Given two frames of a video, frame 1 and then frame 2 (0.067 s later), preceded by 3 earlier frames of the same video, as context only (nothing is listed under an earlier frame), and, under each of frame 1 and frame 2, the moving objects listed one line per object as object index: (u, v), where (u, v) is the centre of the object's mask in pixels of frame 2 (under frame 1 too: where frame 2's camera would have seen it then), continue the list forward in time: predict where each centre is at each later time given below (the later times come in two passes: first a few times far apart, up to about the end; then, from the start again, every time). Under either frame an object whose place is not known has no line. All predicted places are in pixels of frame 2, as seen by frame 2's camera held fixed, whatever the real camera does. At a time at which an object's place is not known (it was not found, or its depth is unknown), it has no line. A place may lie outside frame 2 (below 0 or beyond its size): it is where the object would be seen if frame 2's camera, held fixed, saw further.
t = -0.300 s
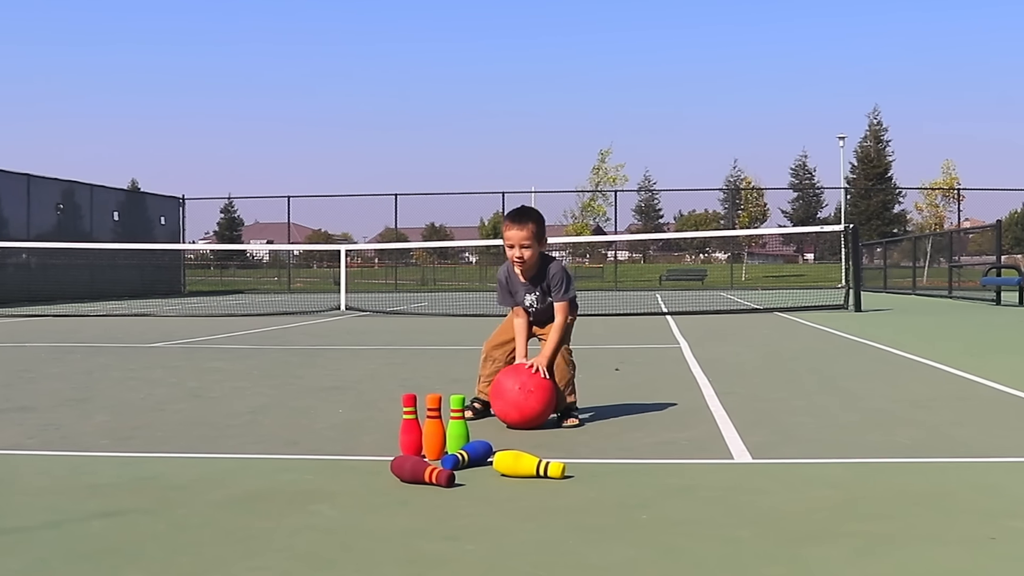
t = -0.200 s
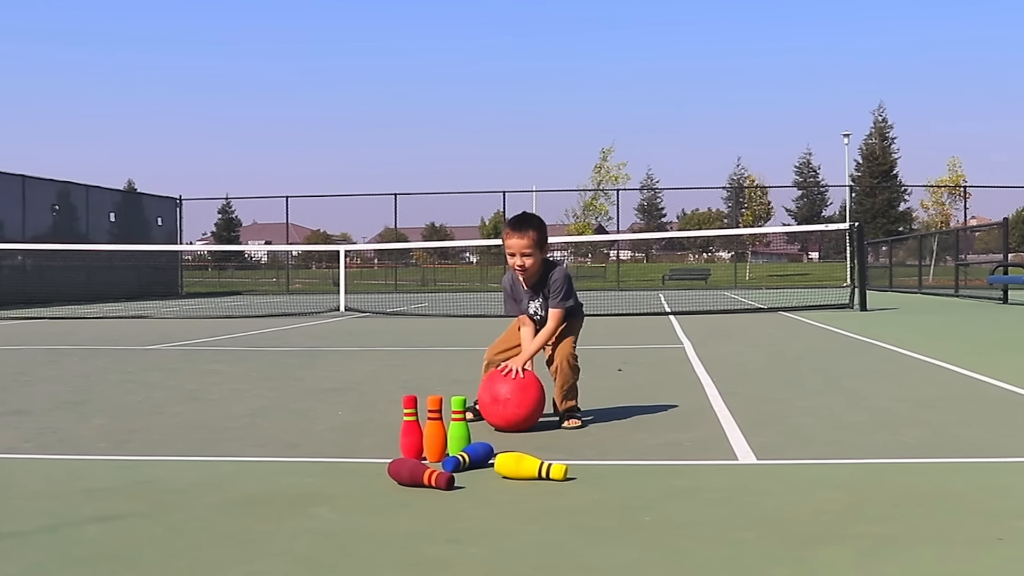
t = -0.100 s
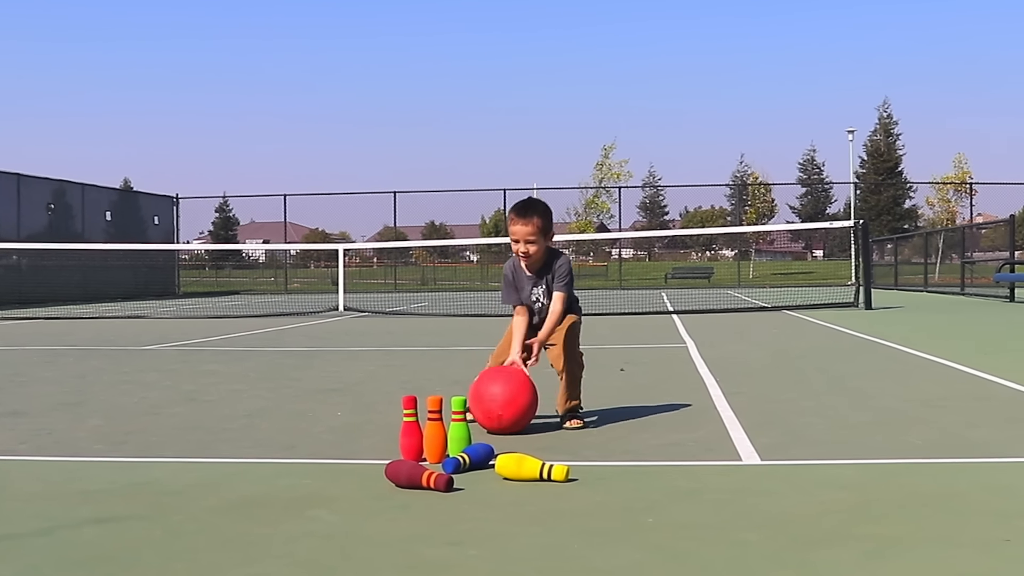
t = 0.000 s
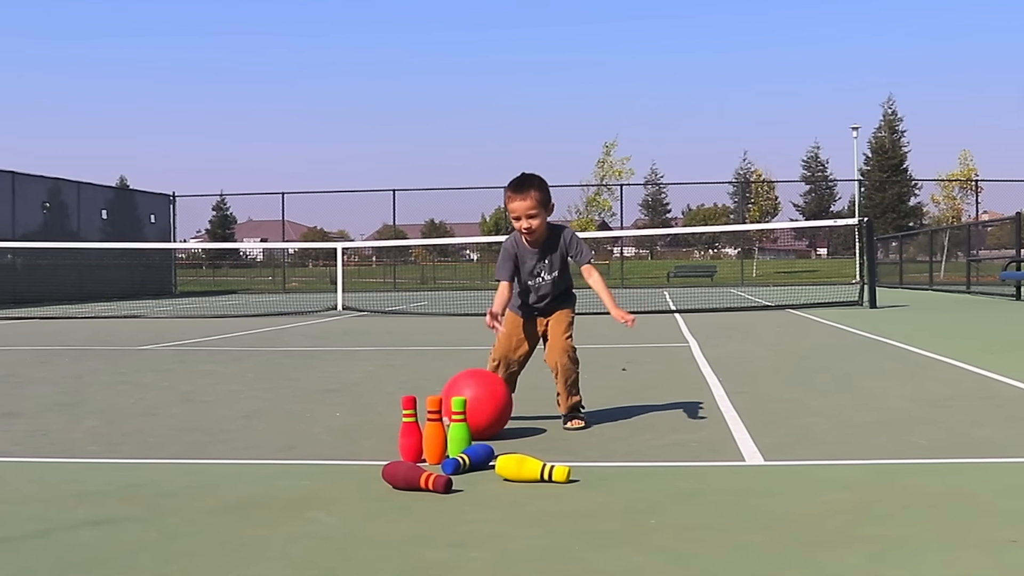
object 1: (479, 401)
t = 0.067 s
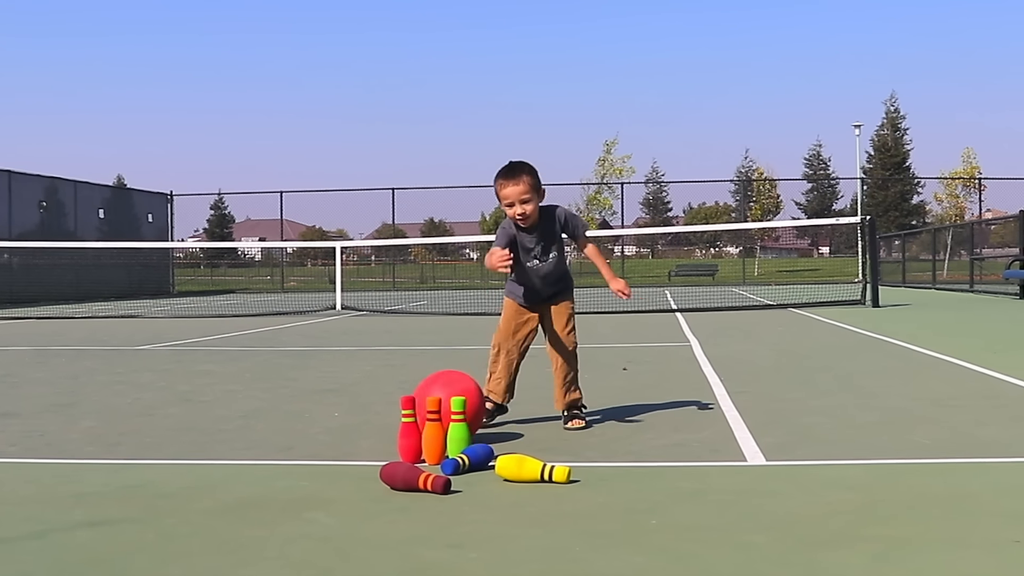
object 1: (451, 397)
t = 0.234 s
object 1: (385, 413)
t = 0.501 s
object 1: (275, 431)
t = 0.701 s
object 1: (180, 443)
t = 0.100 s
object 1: (439, 395)
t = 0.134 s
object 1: (421, 398)
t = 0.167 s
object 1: (401, 403)
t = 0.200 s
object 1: (393, 409)
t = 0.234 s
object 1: (385, 413)
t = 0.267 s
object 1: (374, 417)
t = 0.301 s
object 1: (365, 420)
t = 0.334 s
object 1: (353, 421)
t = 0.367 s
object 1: (340, 424)
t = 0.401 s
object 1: (319, 426)
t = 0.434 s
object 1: (305, 427)
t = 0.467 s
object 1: (290, 429)
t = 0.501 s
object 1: (275, 431)
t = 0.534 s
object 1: (260, 433)
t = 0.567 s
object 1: (244, 435)
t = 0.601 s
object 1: (229, 437)
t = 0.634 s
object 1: (213, 439)
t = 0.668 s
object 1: (197, 441)
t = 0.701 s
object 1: (180, 443)
